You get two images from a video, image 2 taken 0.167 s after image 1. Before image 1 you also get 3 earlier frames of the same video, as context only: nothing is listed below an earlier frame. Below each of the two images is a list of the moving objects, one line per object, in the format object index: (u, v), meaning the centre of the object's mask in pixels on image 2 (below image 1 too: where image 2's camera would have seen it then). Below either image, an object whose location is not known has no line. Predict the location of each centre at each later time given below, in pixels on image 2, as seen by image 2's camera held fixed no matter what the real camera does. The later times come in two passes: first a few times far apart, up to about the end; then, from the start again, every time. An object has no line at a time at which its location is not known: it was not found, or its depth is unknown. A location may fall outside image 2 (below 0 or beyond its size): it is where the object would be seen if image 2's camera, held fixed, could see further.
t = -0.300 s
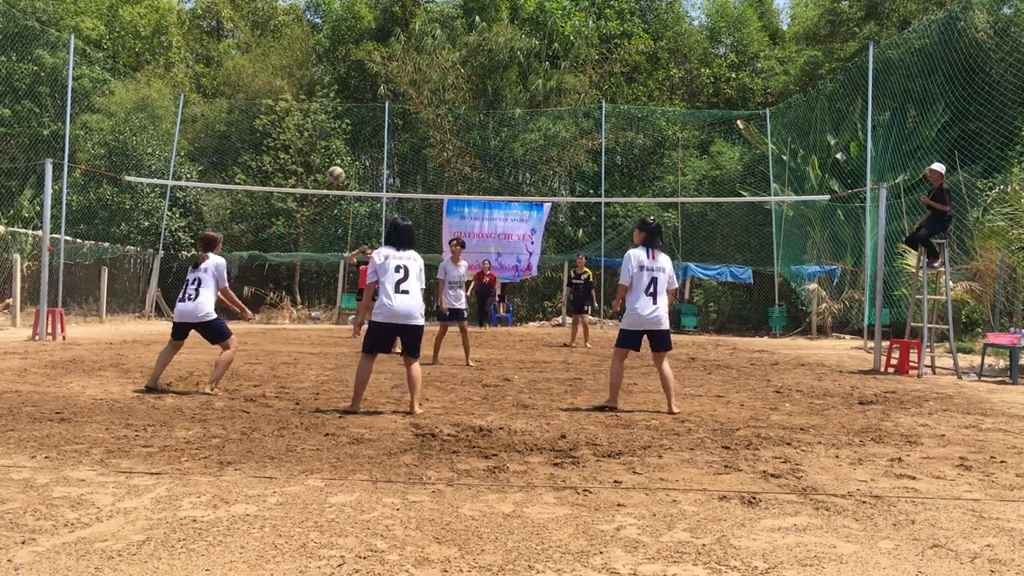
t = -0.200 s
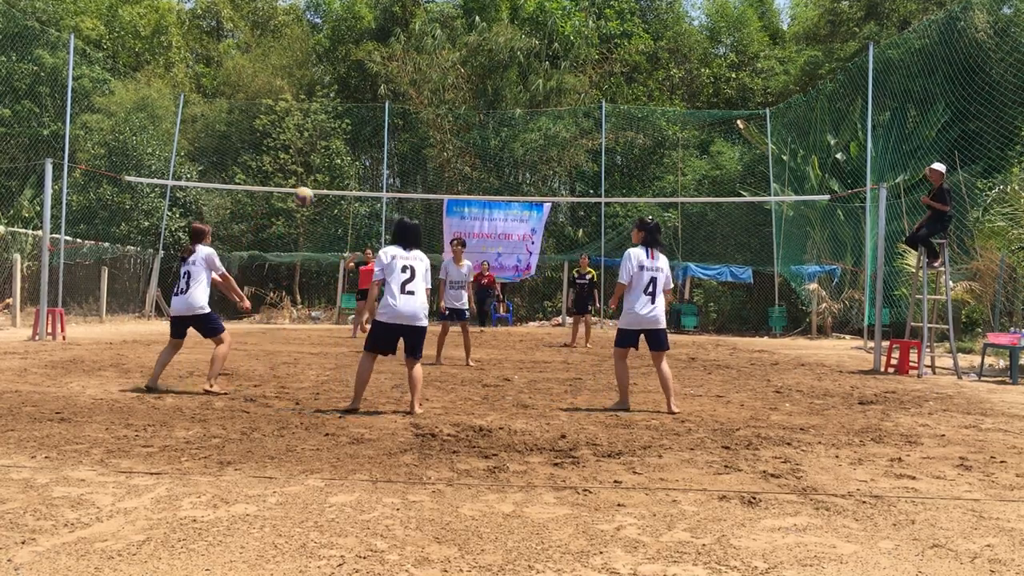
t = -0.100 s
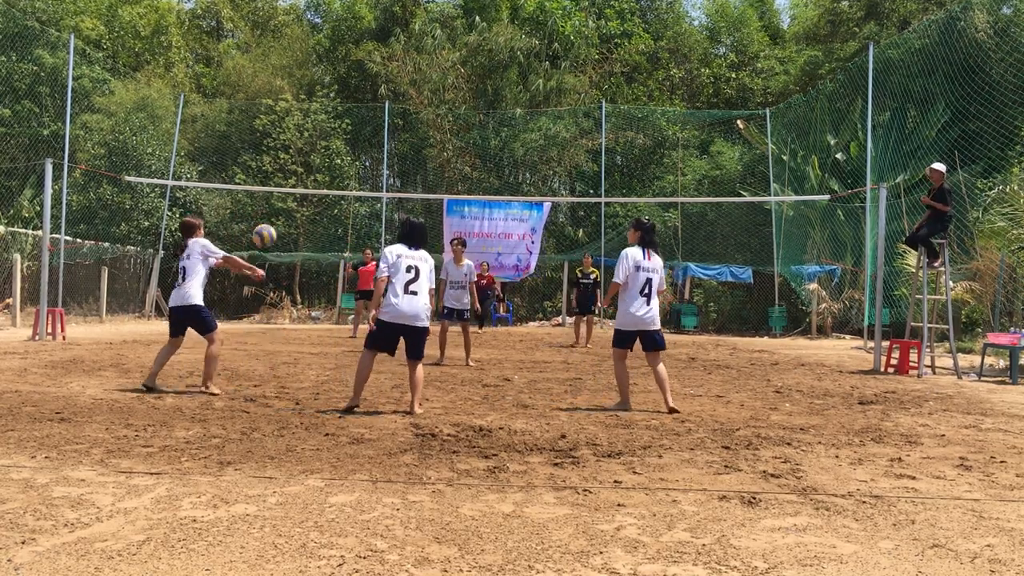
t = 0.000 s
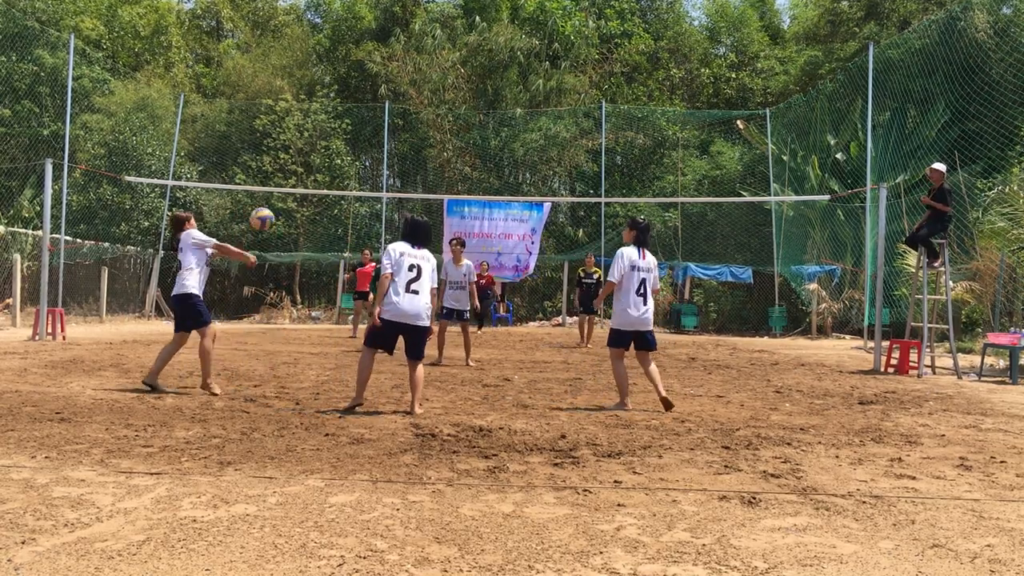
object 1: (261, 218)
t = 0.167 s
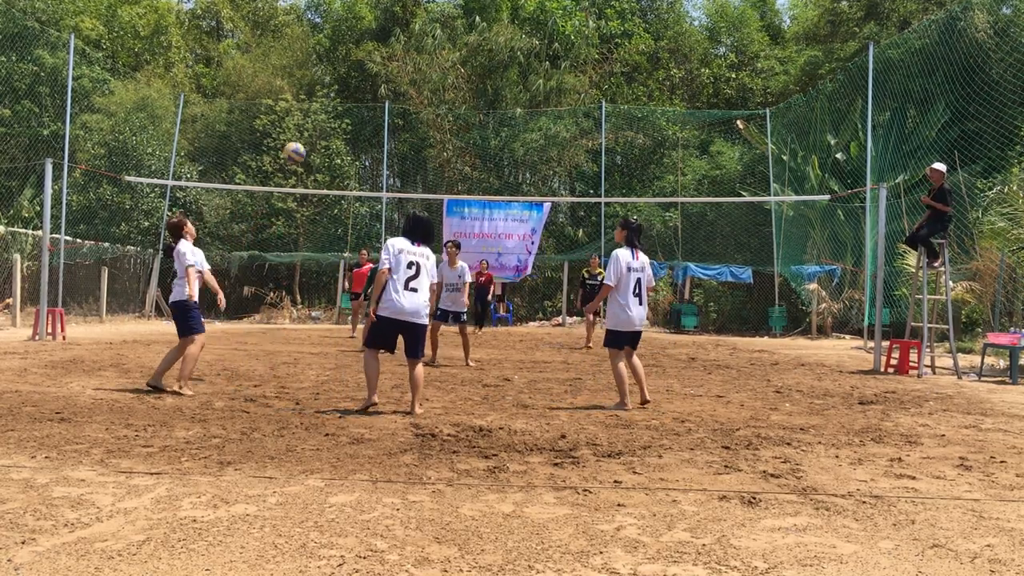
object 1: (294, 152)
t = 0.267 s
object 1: (311, 129)
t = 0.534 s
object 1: (344, 124)
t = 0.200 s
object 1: (299, 140)
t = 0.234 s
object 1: (305, 135)
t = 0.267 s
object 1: (311, 129)
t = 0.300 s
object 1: (316, 125)
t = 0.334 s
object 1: (321, 122)
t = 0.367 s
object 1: (325, 119)
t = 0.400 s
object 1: (329, 118)
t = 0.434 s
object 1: (333, 118)
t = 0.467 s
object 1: (337, 119)
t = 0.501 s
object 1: (341, 121)
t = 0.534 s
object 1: (344, 124)
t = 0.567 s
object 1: (347, 128)
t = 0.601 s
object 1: (350, 132)
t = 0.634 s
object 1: (353, 138)
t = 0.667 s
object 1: (356, 143)
